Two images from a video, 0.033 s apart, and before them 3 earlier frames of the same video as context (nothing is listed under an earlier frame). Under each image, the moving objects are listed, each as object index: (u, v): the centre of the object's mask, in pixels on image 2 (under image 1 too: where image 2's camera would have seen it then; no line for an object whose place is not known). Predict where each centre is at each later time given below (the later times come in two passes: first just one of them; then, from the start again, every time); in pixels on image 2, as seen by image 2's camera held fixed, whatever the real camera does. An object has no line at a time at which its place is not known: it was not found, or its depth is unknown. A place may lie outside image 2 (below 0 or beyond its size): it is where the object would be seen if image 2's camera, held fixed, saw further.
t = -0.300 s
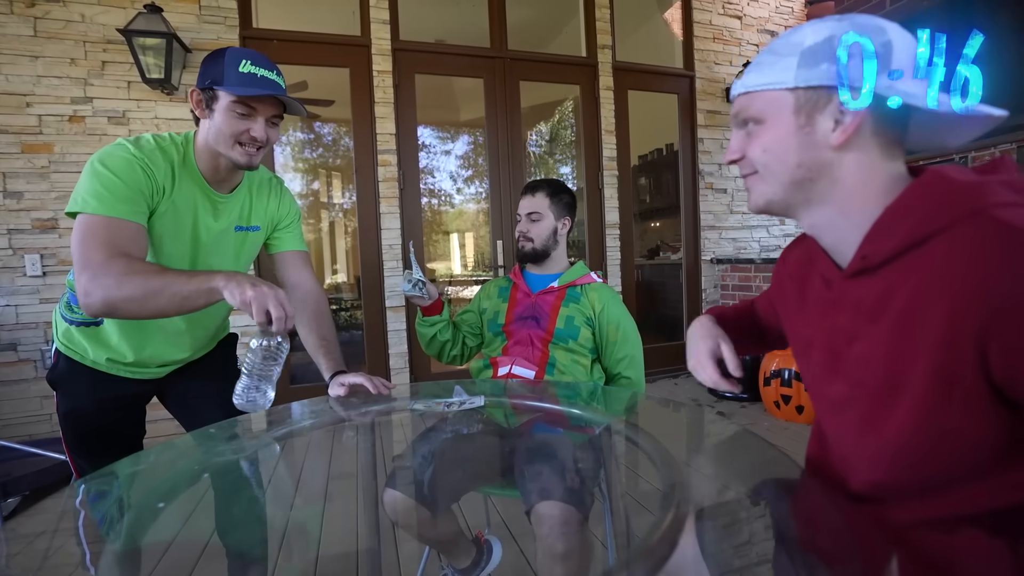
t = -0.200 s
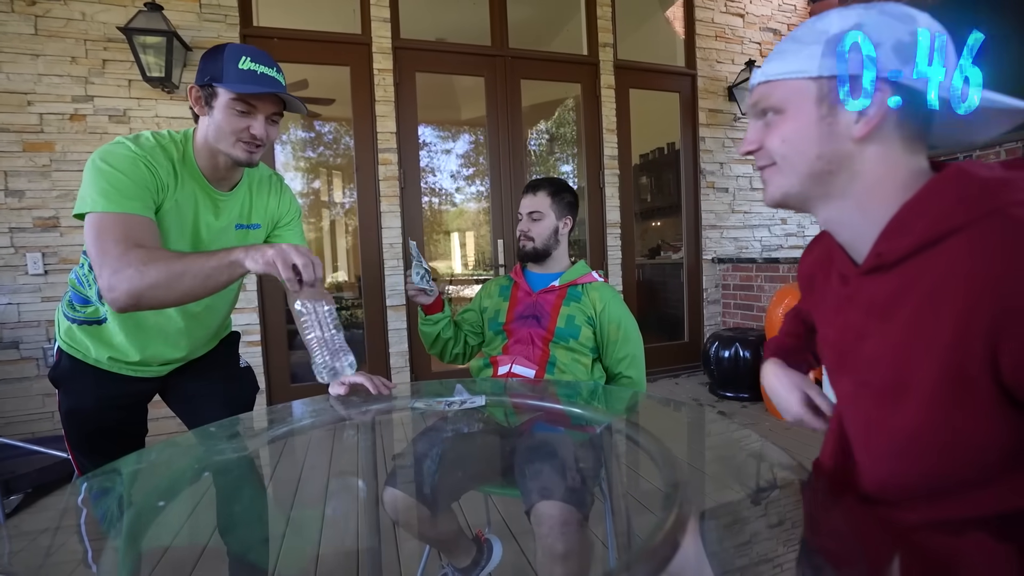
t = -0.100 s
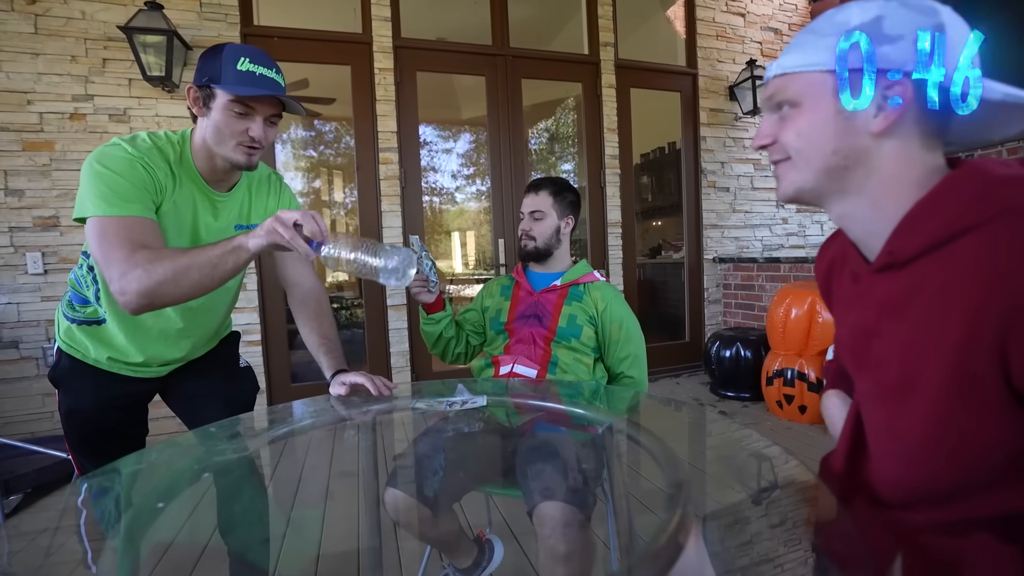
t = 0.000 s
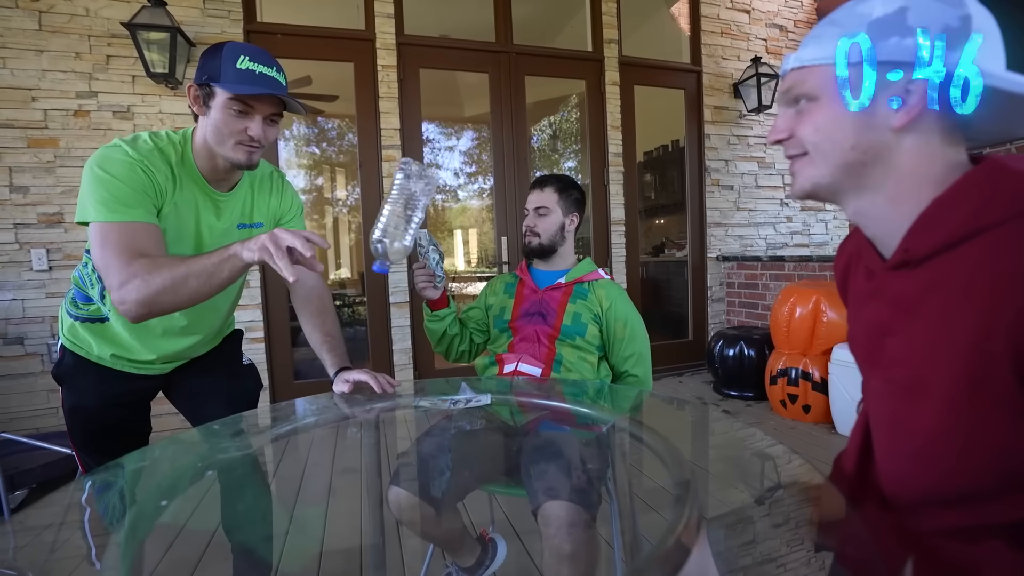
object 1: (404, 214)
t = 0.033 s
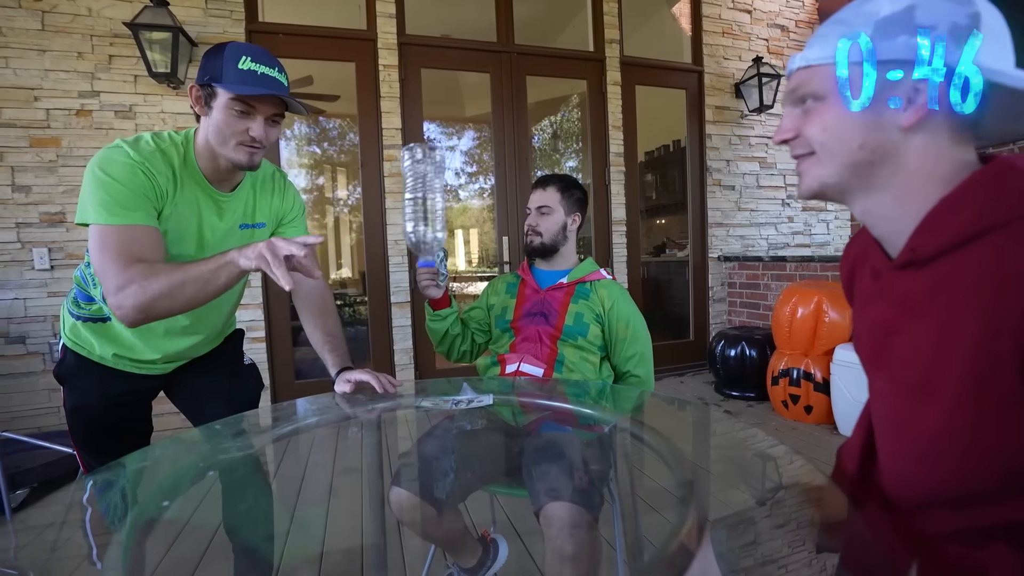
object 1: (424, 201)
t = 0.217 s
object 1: (508, 187)
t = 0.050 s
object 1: (434, 195)
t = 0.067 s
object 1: (445, 189)
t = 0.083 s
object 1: (456, 183)
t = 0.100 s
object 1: (466, 178)
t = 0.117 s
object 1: (474, 173)
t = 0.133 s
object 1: (482, 172)
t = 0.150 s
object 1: (491, 170)
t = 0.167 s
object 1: (496, 171)
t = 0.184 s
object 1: (502, 173)
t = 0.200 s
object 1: (504, 179)
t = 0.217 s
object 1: (508, 187)
